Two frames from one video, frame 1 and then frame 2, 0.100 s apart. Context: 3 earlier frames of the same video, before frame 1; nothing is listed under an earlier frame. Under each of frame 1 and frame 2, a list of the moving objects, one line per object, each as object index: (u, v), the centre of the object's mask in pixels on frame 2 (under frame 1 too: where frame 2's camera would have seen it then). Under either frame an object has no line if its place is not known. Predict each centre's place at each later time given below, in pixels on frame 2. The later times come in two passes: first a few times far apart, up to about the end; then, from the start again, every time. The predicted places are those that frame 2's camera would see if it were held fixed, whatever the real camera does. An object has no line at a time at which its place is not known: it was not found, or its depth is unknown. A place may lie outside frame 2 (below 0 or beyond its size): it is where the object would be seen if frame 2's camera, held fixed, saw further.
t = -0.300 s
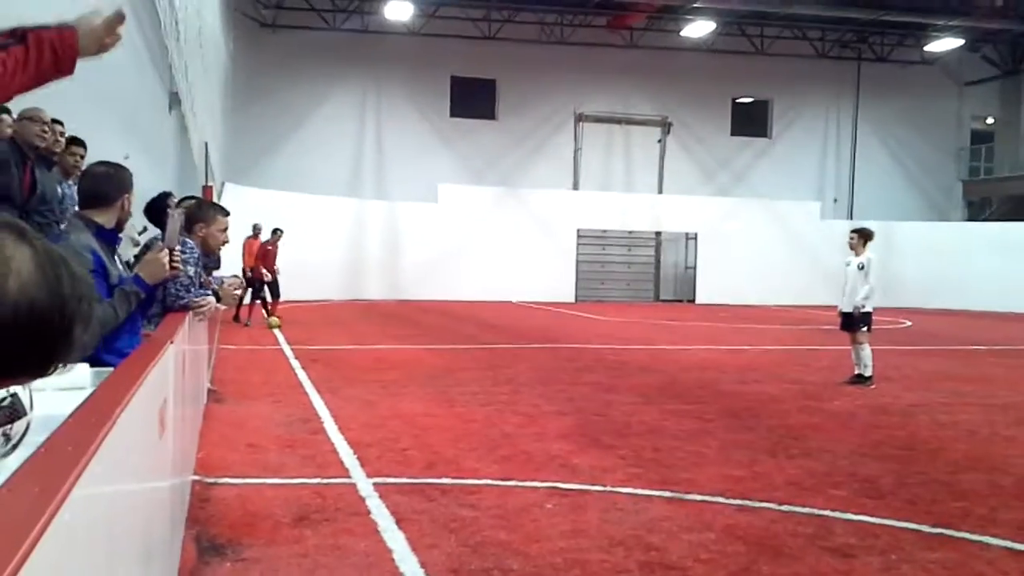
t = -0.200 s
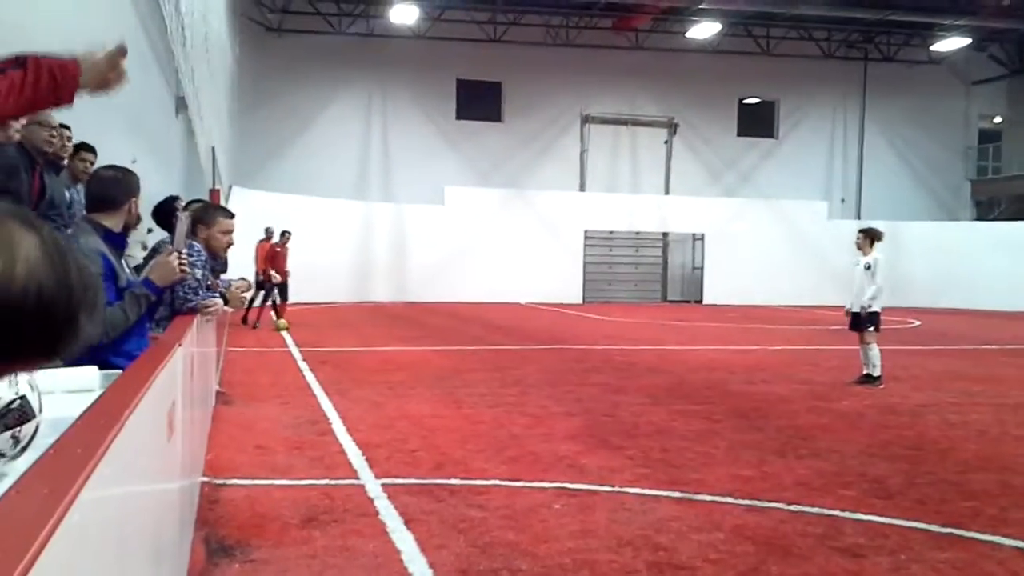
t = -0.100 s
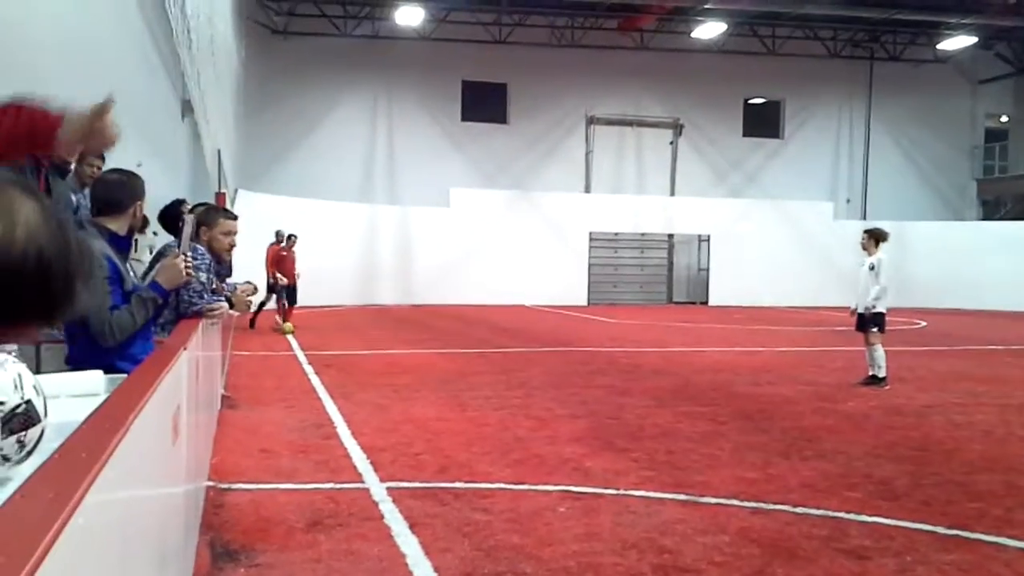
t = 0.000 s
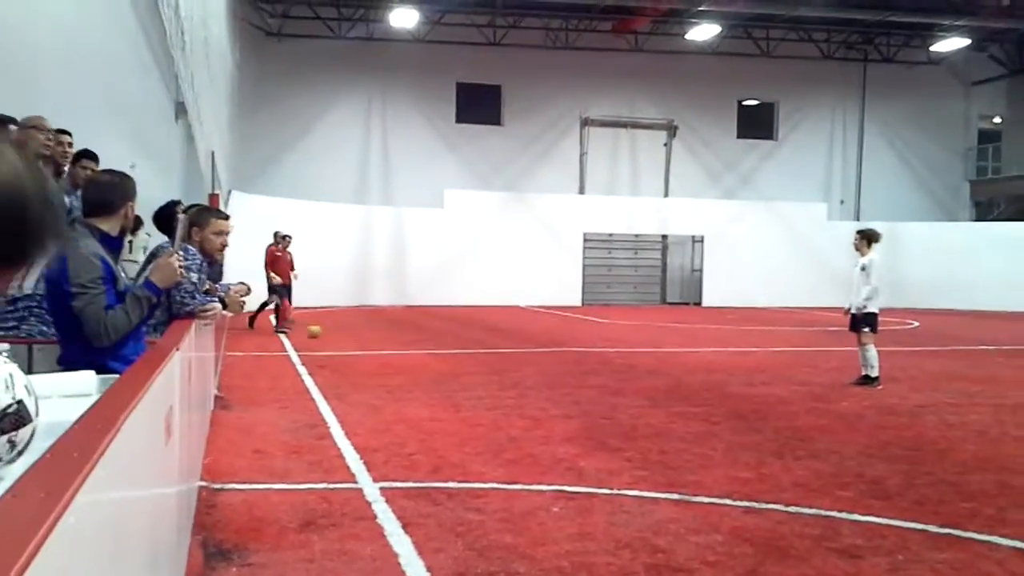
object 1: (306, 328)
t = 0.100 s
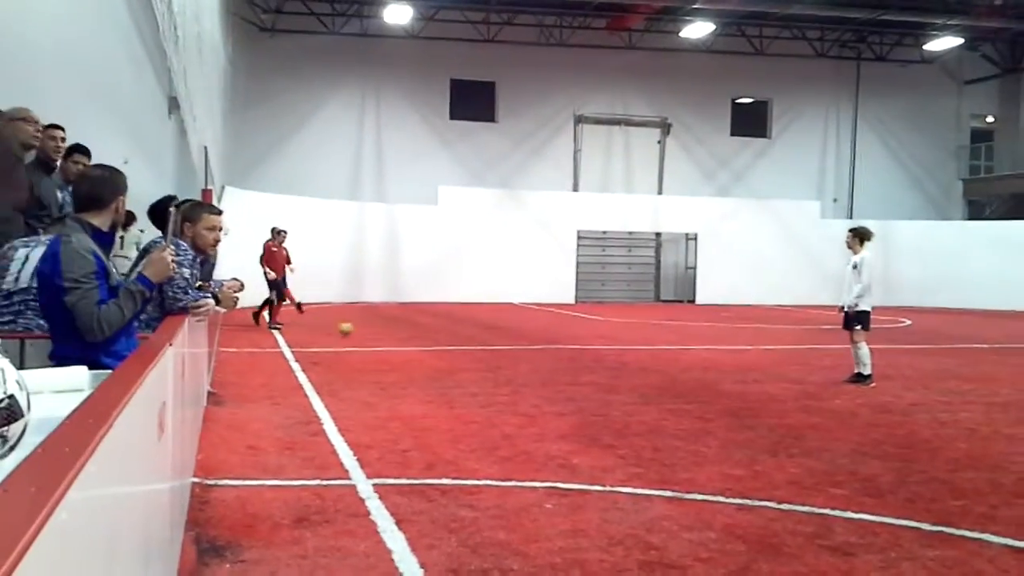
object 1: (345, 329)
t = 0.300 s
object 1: (420, 335)
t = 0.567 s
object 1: (518, 346)
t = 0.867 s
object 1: (629, 358)
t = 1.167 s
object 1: (755, 369)
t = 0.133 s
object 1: (358, 330)
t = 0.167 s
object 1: (371, 332)
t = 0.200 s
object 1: (384, 334)
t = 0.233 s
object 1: (396, 336)
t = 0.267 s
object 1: (408, 336)
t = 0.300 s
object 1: (420, 335)
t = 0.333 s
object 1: (434, 338)
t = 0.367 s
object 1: (445, 340)
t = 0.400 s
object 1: (458, 341)
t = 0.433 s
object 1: (469, 341)
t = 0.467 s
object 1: (482, 342)
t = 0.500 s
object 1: (494, 345)
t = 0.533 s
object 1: (506, 346)
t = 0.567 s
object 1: (518, 346)
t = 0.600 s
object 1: (529, 346)
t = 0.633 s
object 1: (542, 347)
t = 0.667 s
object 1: (552, 349)
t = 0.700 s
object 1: (566, 352)
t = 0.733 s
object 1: (578, 353)
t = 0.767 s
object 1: (591, 354)
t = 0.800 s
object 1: (603, 355)
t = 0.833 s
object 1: (616, 355)
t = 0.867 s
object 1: (629, 358)
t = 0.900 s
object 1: (643, 360)
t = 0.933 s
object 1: (656, 361)
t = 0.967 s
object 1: (669, 361)
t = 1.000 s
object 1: (683, 364)
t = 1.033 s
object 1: (697, 364)
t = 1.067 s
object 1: (710, 365)
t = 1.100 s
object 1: (725, 367)
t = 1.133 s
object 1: (740, 368)
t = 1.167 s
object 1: (755, 369)
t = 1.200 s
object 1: (770, 370)
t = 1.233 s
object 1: (786, 372)
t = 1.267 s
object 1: (801, 373)
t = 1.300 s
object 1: (816, 374)
